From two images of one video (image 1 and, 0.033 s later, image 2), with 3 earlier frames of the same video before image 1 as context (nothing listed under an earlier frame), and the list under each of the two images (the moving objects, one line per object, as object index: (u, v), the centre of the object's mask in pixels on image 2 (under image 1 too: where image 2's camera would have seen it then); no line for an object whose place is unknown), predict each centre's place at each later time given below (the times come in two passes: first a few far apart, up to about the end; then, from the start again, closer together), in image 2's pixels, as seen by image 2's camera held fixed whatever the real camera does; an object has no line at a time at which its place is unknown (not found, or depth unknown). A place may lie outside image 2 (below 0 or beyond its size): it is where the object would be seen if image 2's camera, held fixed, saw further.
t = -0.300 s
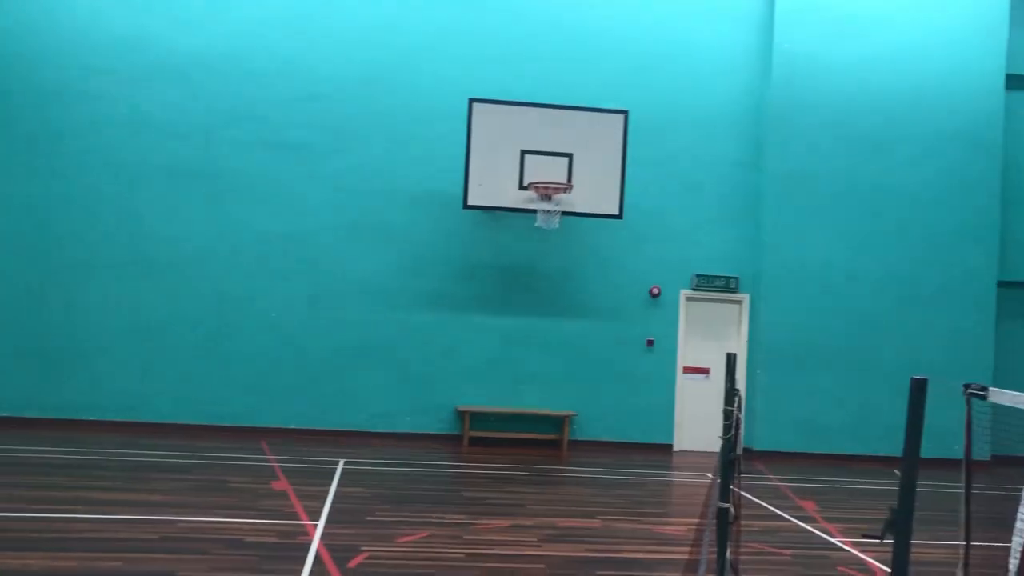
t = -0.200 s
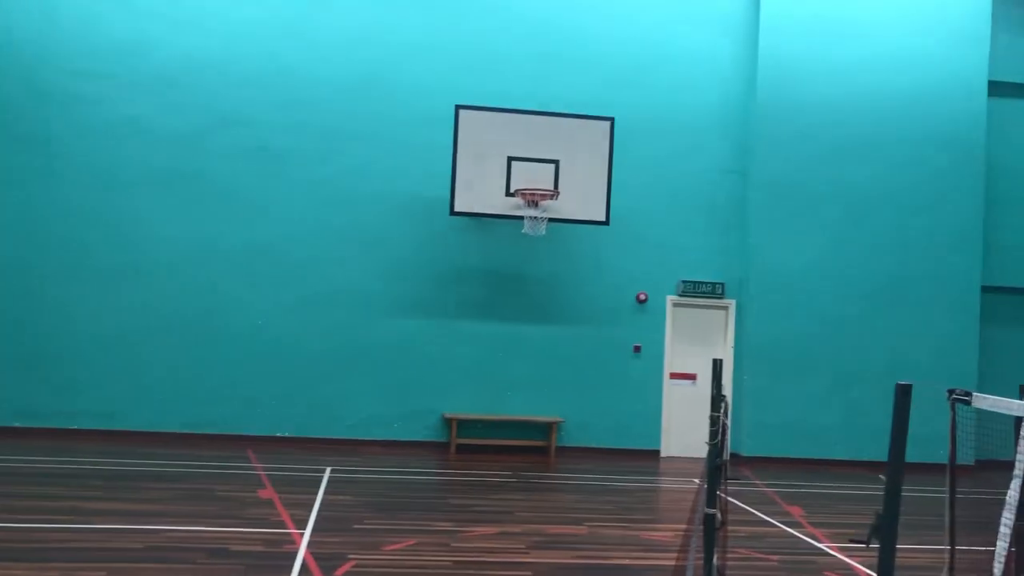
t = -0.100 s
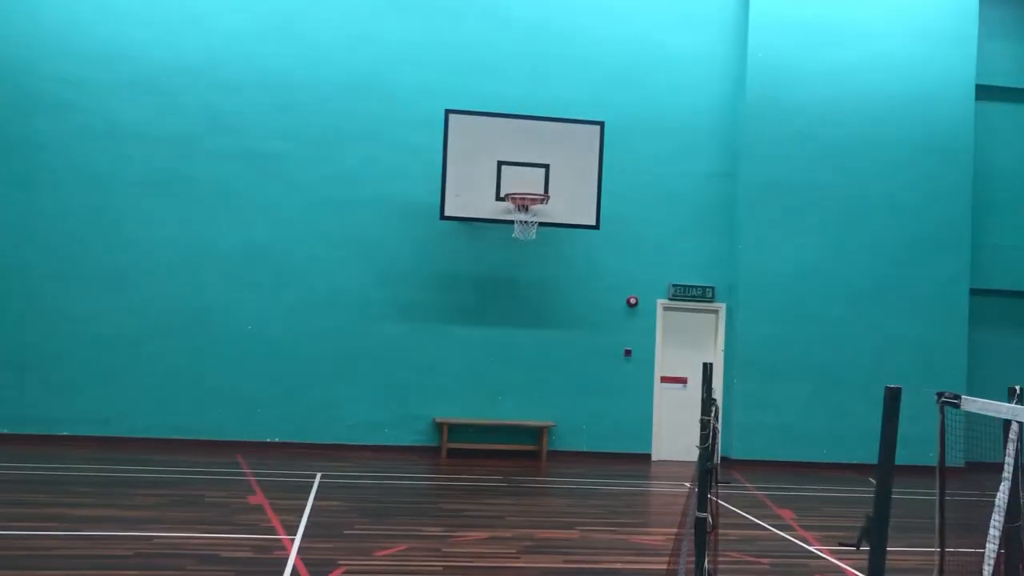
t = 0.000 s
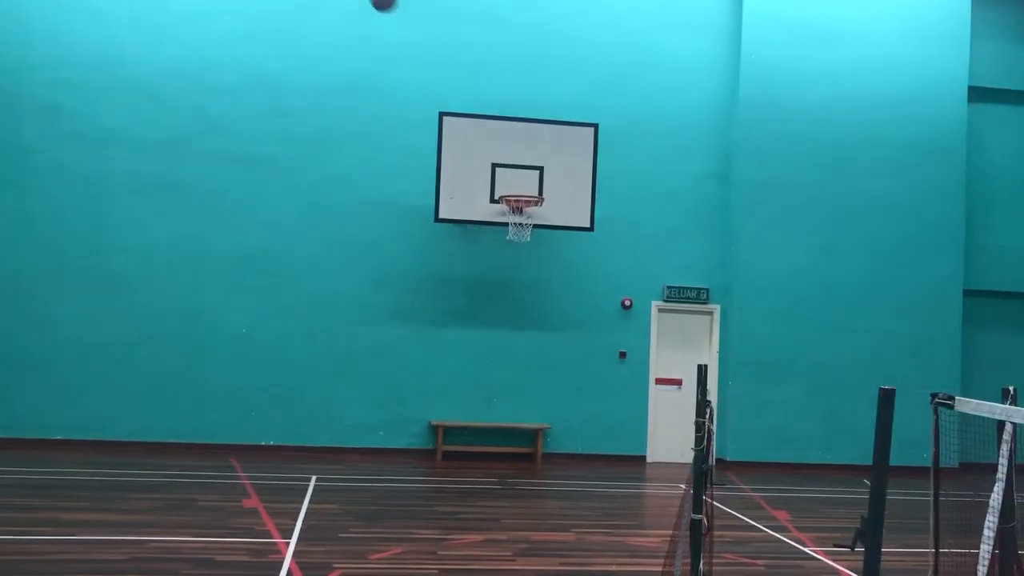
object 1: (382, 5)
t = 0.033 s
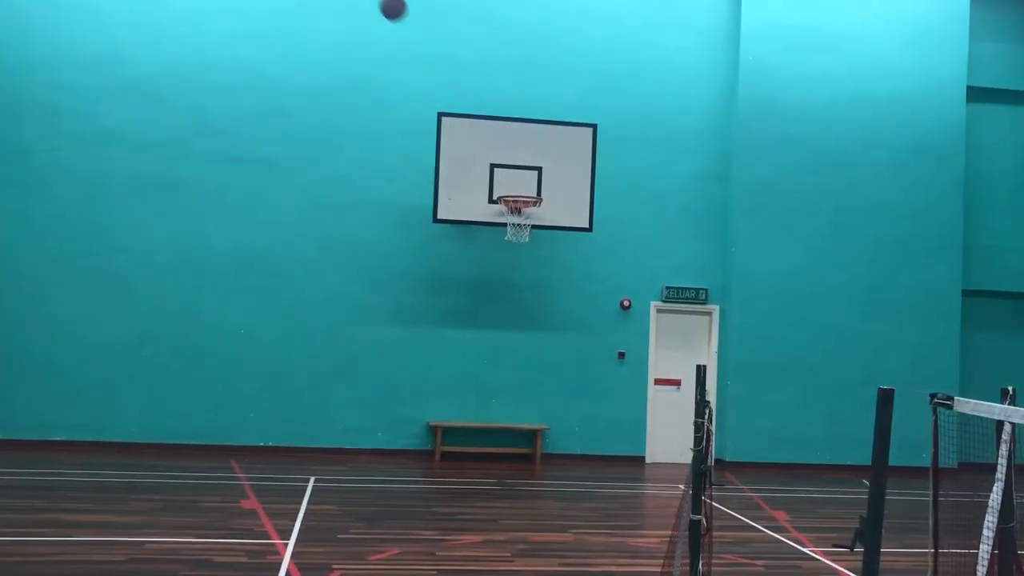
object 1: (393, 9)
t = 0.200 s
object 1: (444, 64)
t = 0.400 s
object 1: (491, 151)
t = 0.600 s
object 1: (520, 214)
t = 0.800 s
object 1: (515, 228)
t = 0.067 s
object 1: (403, 16)
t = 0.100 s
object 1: (415, 28)
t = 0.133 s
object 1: (424, 39)
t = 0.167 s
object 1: (434, 51)
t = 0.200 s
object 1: (444, 64)
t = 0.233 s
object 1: (452, 77)
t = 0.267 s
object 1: (461, 91)
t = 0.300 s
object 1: (469, 105)
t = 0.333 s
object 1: (477, 120)
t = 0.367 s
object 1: (484, 136)
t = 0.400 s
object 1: (491, 151)
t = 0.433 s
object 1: (498, 166)
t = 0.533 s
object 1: (522, 199)
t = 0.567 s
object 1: (522, 206)
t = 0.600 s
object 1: (520, 214)
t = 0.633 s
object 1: (519, 220)
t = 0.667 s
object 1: (518, 224)
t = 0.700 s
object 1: (516, 224)
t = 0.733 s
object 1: (516, 226)
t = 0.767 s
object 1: (515, 227)
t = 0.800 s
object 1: (515, 228)
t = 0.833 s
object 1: (515, 234)
